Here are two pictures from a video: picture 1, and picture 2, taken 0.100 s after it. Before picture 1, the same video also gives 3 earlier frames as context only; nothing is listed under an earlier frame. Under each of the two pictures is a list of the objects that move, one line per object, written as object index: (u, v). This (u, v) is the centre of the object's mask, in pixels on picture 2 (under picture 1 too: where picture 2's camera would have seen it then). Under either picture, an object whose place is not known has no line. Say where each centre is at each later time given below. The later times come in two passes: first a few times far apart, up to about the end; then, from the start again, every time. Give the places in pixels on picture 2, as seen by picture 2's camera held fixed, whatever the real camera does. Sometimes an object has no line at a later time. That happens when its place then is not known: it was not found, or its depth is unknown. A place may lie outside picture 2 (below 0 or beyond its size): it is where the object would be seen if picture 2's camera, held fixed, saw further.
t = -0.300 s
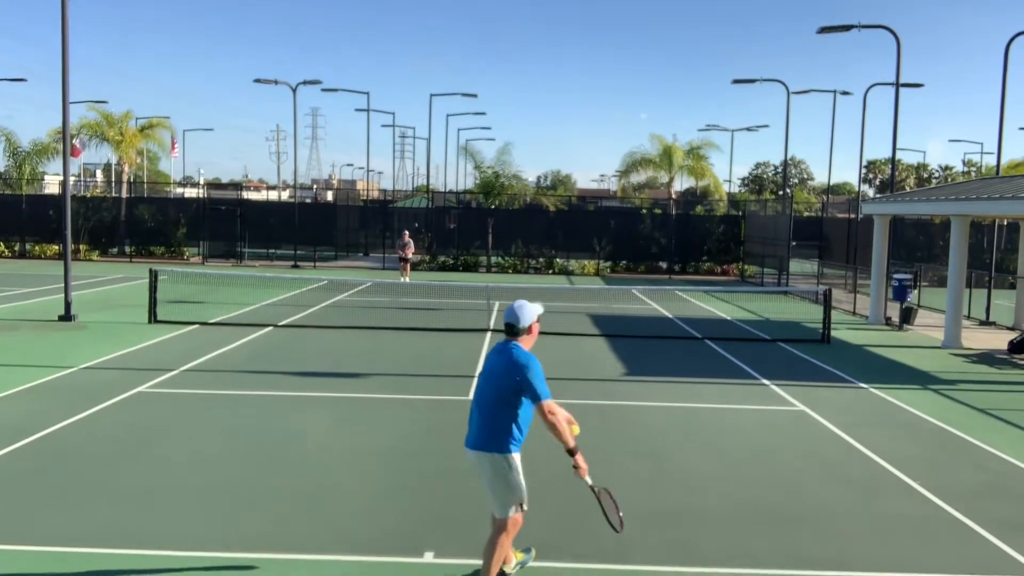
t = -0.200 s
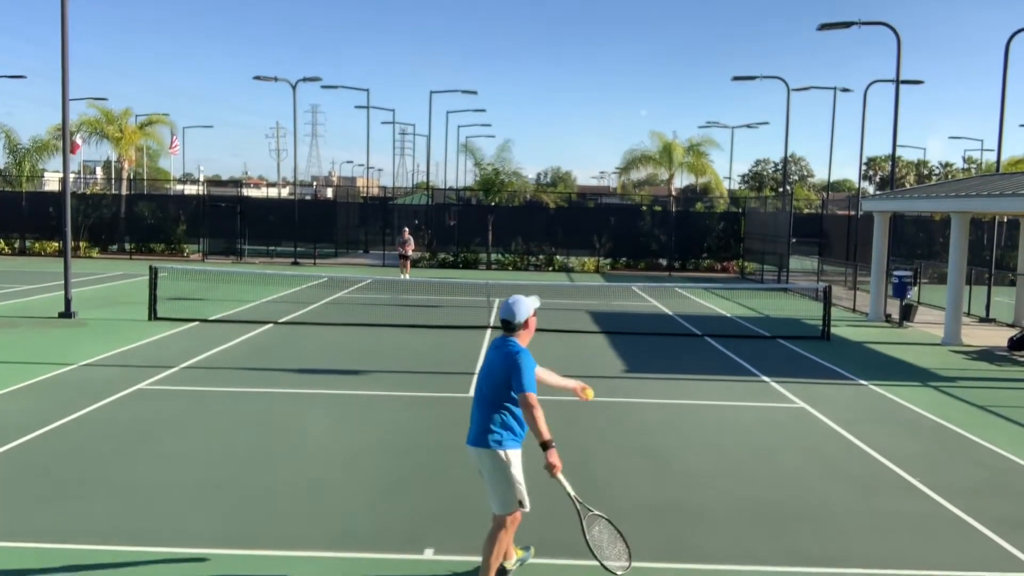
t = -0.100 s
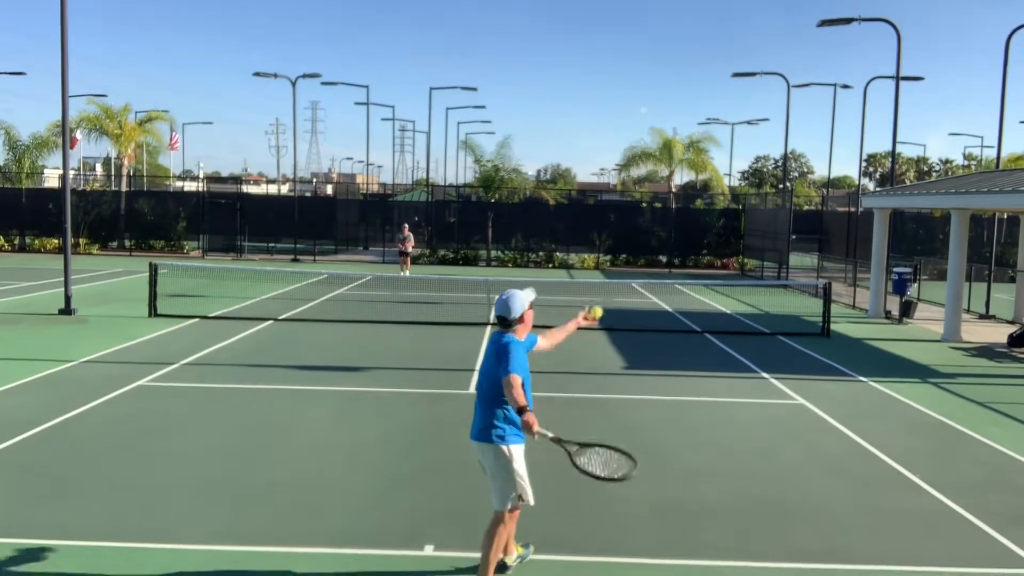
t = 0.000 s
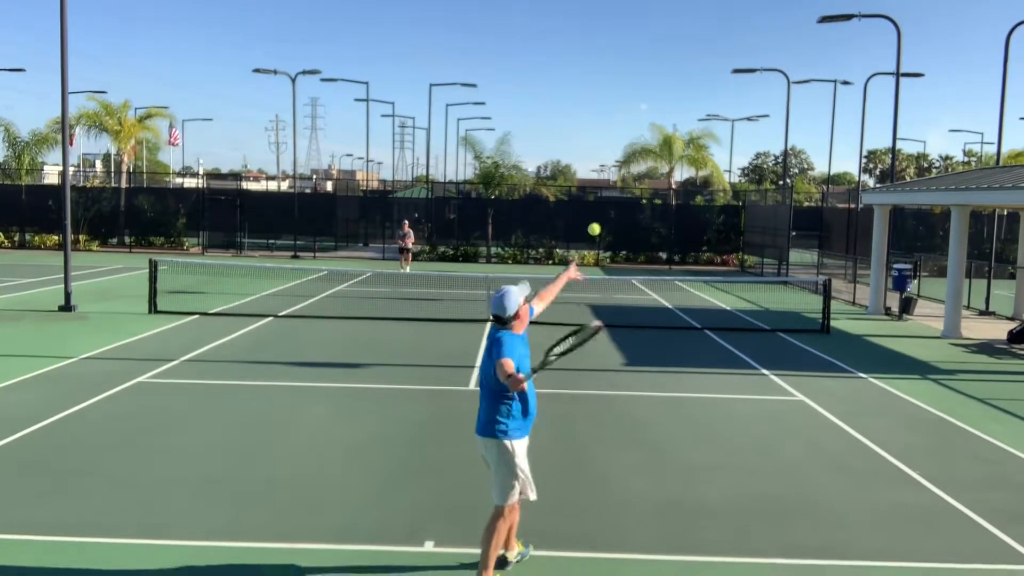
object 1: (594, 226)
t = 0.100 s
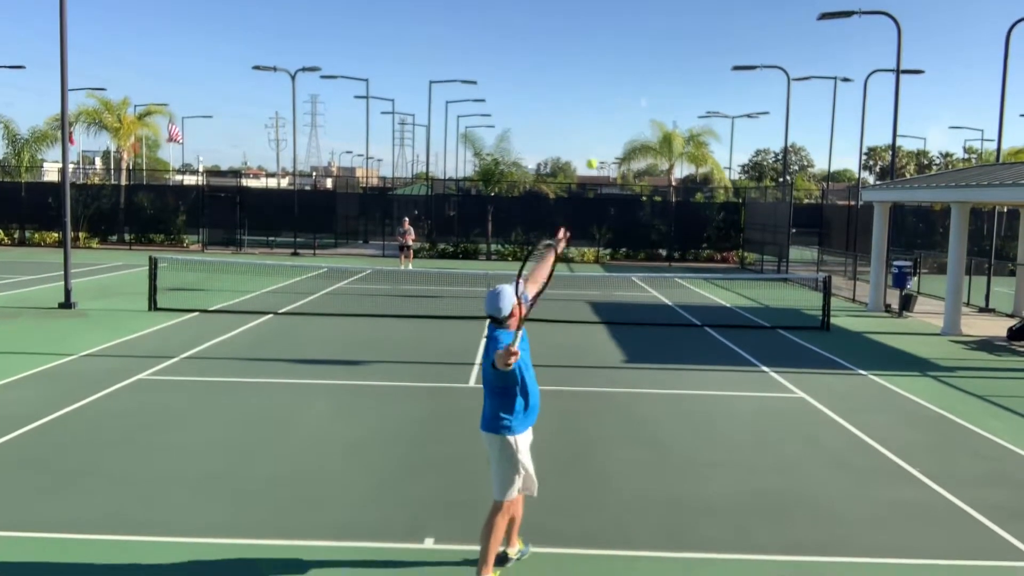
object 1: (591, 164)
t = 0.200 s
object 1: (589, 118)
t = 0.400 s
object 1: (582, 74)
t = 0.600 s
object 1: (574, 95)
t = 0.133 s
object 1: (591, 147)
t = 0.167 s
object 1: (590, 131)
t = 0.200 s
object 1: (589, 118)
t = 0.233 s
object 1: (588, 106)
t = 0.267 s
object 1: (587, 96)
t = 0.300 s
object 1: (586, 88)
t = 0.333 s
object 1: (585, 81)
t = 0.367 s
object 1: (583, 77)
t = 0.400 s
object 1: (582, 74)
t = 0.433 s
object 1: (581, 73)
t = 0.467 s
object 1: (580, 74)
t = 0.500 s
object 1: (578, 77)
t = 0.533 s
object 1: (577, 81)
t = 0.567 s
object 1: (575, 87)
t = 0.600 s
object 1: (574, 95)
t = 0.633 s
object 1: (573, 104)
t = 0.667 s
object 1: (571, 116)
